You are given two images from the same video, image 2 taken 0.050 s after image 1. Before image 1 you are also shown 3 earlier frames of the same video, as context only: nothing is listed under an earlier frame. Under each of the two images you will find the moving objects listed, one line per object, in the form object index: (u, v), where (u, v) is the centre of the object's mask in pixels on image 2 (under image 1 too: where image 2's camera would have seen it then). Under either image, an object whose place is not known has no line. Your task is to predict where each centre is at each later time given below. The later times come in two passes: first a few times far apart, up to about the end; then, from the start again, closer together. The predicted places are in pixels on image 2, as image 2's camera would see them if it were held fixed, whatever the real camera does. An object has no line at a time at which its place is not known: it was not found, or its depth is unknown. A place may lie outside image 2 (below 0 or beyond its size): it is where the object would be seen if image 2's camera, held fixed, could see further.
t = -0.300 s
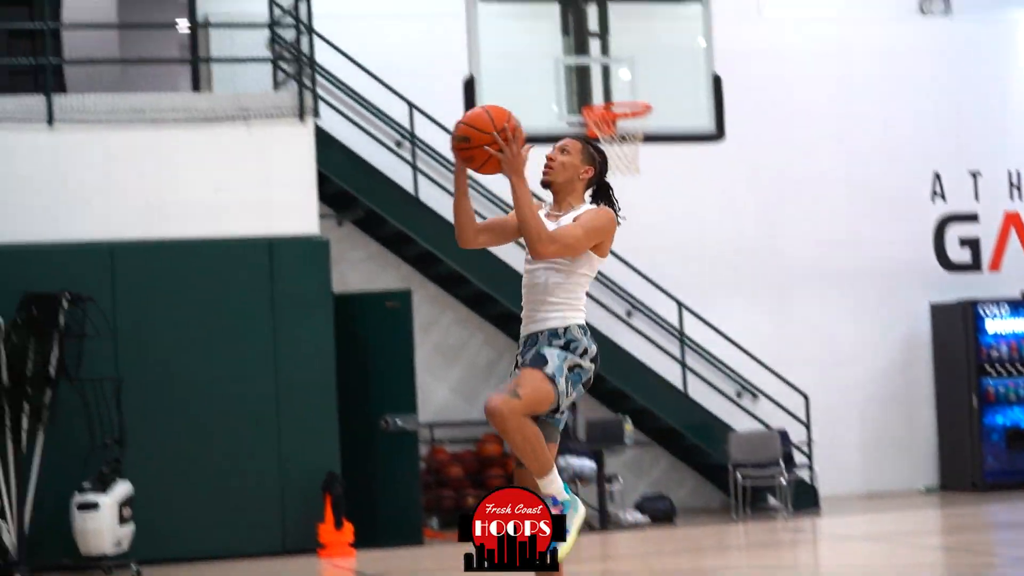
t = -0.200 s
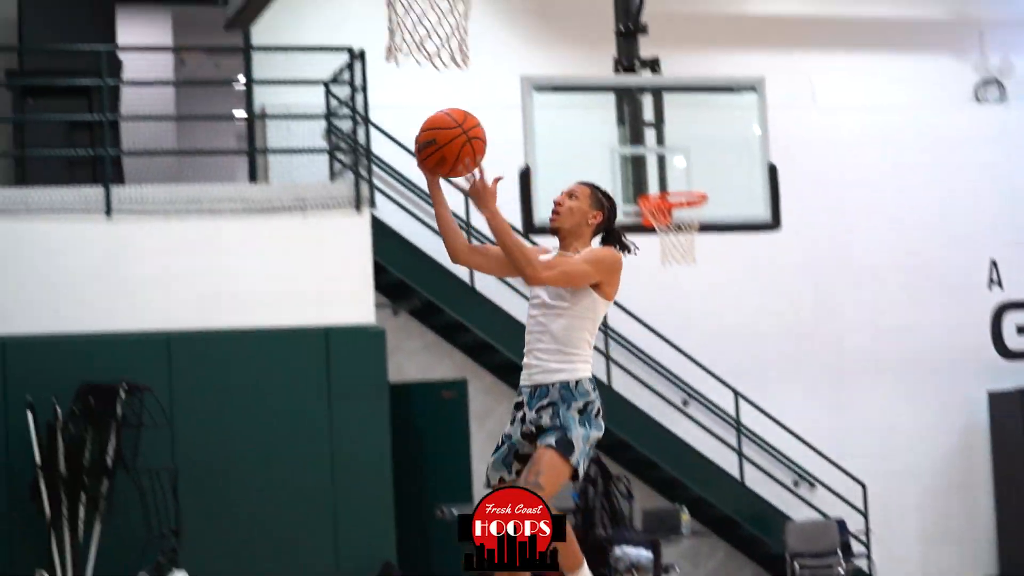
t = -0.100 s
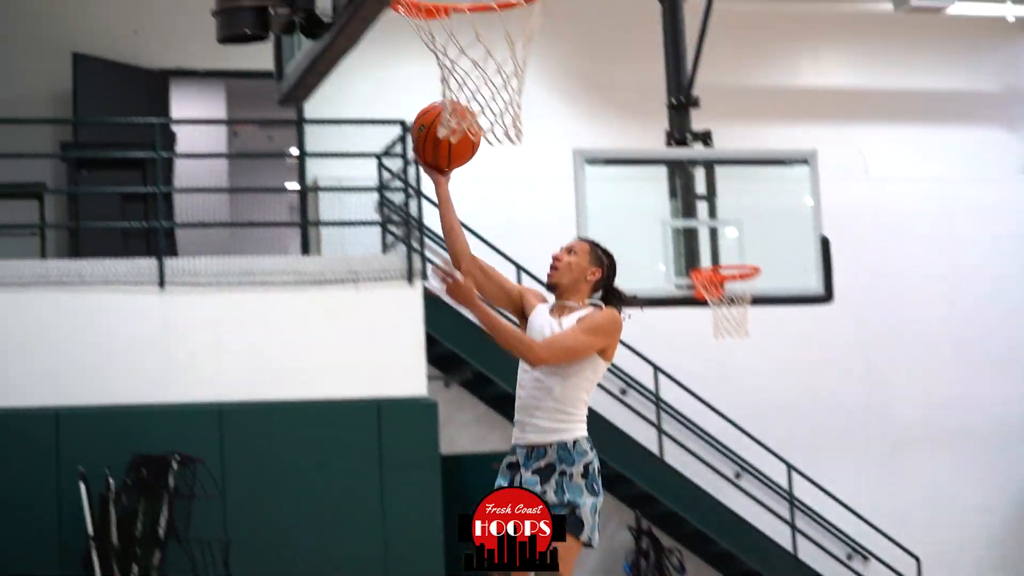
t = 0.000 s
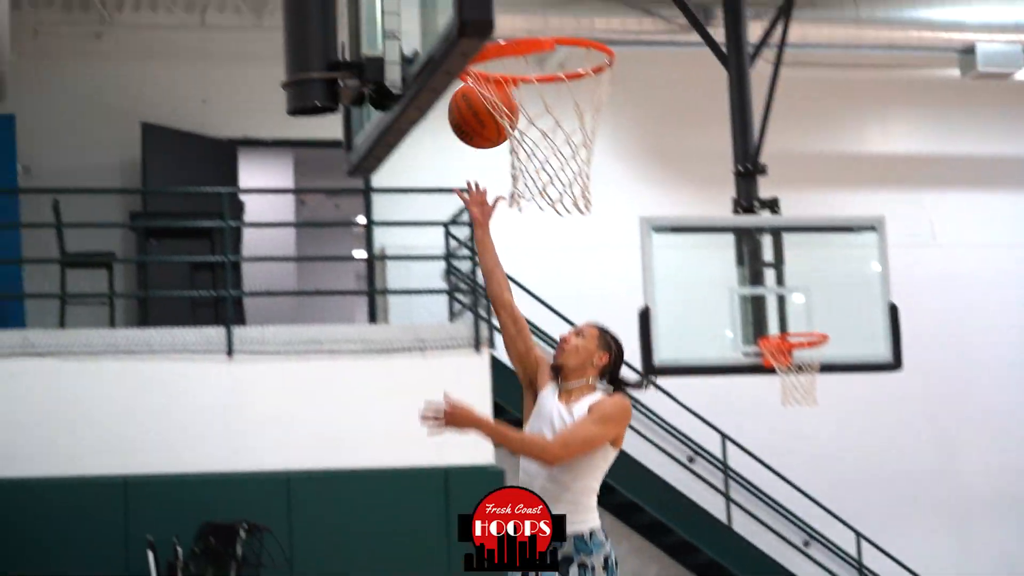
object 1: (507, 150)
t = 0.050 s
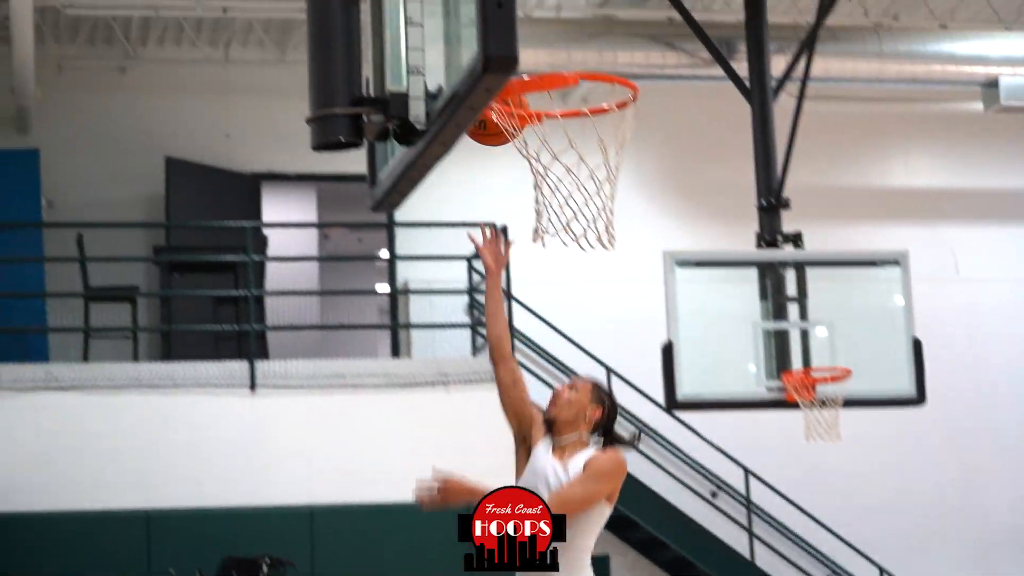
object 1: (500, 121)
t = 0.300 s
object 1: (522, 32)
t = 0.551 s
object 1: (596, 152)
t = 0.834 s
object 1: (665, 402)
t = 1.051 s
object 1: (735, 772)
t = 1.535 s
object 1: (666, 585)
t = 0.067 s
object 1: (512, 100)
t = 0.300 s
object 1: (522, 32)
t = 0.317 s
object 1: (527, 35)
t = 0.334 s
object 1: (530, 37)
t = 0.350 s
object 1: (533, 41)
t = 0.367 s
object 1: (536, 45)
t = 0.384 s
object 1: (540, 48)
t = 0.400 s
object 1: (544, 51)
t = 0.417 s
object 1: (547, 55)
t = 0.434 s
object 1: (550, 68)
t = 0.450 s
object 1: (555, 77)
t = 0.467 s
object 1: (563, 93)
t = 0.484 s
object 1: (569, 105)
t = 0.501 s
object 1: (575, 117)
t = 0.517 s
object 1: (581, 125)
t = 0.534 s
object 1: (588, 138)
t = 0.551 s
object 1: (596, 152)
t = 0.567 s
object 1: (602, 166)
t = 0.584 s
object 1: (608, 178)
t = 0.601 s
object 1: (613, 189)
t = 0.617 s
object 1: (616, 199)
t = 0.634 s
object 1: (619, 210)
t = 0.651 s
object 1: (622, 221)
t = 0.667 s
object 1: (626, 233)
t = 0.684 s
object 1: (629, 246)
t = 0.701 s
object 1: (633, 260)
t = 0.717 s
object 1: (637, 274)
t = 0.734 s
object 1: (640, 290)
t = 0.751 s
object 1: (644, 306)
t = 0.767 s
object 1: (649, 324)
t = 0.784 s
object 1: (653, 342)
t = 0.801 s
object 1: (657, 361)
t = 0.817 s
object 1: (661, 380)
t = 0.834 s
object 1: (665, 402)
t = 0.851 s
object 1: (669, 424)
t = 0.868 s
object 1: (674, 446)
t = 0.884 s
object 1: (679, 471)
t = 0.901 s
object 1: (683, 496)
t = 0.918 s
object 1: (688, 522)
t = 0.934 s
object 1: (693, 549)
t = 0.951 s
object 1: (699, 577)
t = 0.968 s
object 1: (704, 606)
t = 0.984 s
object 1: (710, 637)
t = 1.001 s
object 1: (716, 670)
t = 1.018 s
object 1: (722, 704)
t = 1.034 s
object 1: (728, 739)
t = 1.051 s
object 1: (735, 772)
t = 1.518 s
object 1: (671, 599)
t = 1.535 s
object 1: (666, 585)
